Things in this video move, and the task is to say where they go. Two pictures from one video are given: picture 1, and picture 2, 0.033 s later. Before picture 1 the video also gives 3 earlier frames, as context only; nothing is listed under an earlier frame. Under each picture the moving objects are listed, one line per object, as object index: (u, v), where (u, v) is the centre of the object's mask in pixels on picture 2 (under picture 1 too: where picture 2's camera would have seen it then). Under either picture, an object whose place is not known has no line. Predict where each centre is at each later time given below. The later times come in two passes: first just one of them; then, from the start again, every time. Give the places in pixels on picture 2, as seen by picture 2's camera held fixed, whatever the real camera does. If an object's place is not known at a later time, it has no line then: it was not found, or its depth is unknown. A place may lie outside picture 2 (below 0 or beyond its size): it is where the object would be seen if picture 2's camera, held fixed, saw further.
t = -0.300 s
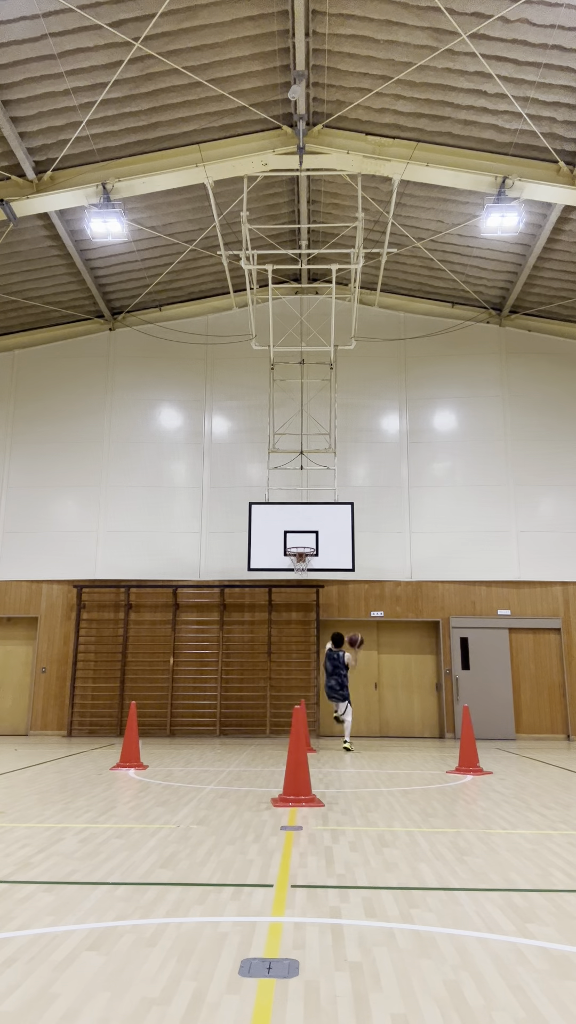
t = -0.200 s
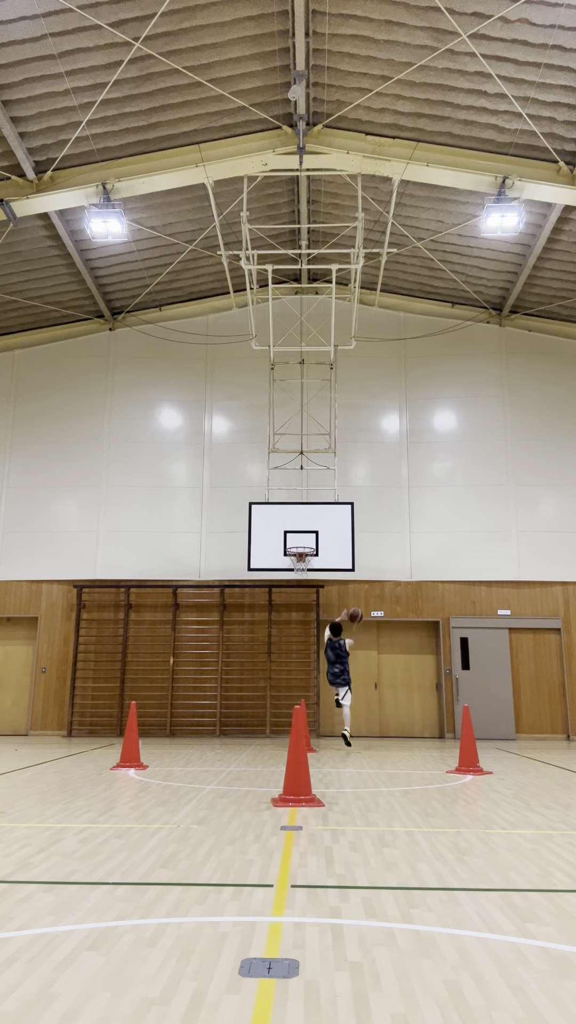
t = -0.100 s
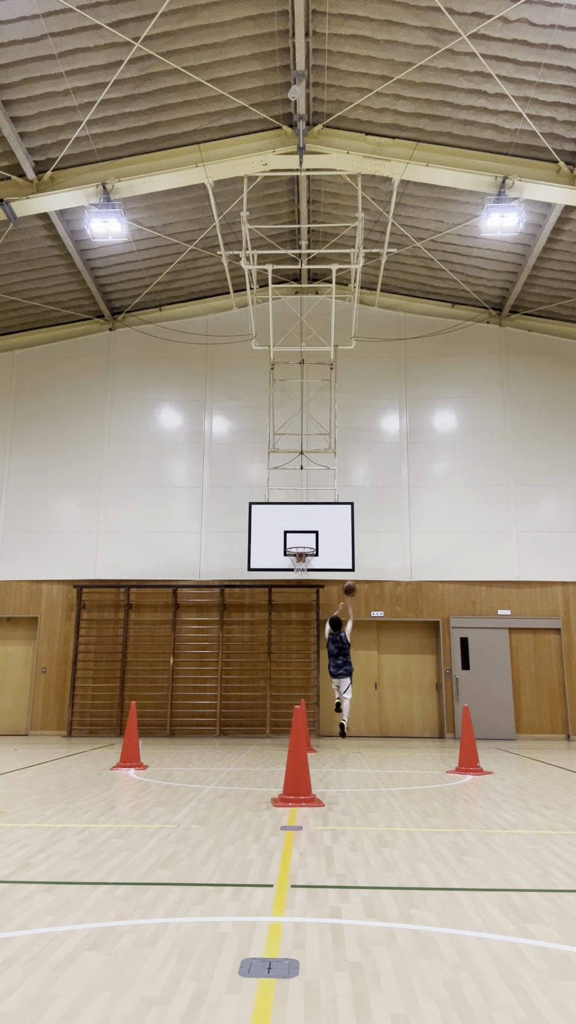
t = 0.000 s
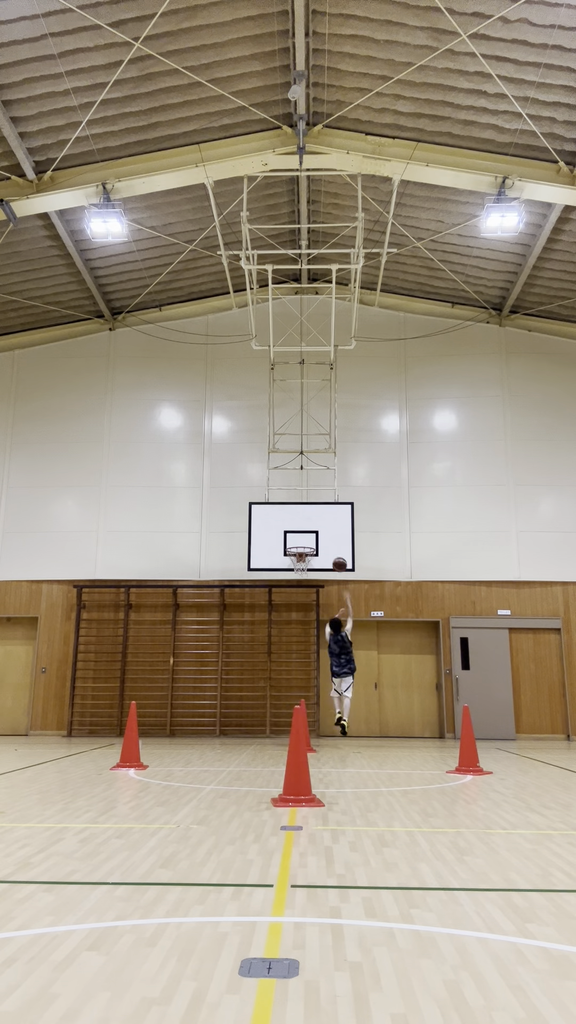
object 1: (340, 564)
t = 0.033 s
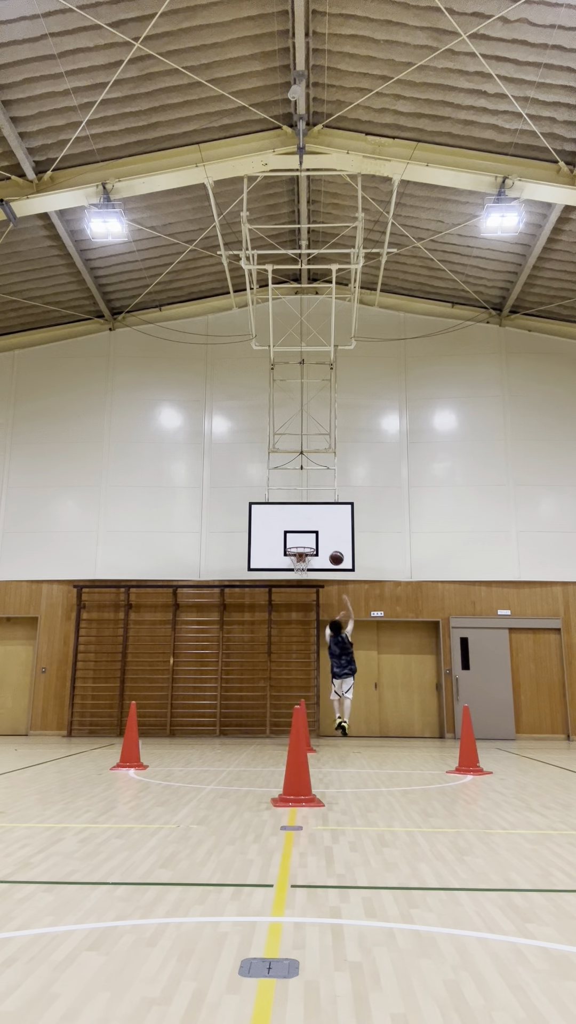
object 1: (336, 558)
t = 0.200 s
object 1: (321, 537)
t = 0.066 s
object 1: (333, 552)
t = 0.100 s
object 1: (330, 548)
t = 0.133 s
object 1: (327, 543)
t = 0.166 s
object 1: (324, 540)
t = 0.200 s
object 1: (321, 537)
